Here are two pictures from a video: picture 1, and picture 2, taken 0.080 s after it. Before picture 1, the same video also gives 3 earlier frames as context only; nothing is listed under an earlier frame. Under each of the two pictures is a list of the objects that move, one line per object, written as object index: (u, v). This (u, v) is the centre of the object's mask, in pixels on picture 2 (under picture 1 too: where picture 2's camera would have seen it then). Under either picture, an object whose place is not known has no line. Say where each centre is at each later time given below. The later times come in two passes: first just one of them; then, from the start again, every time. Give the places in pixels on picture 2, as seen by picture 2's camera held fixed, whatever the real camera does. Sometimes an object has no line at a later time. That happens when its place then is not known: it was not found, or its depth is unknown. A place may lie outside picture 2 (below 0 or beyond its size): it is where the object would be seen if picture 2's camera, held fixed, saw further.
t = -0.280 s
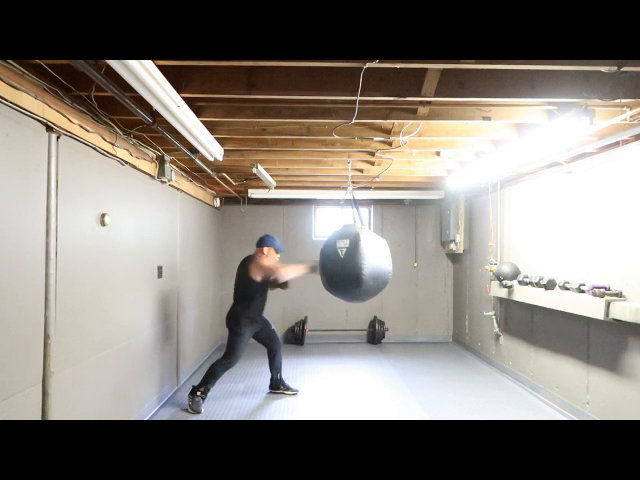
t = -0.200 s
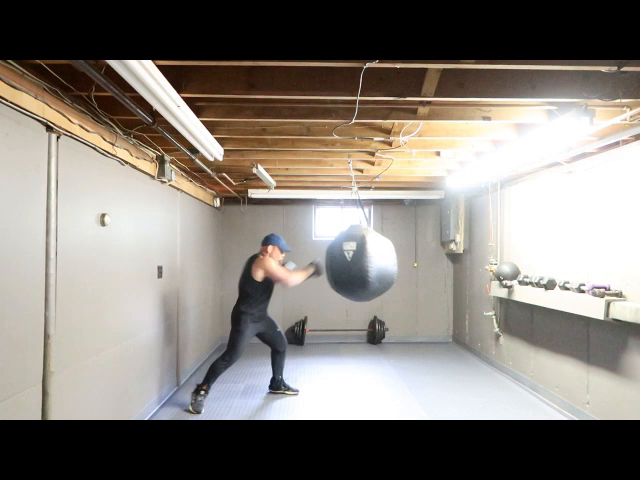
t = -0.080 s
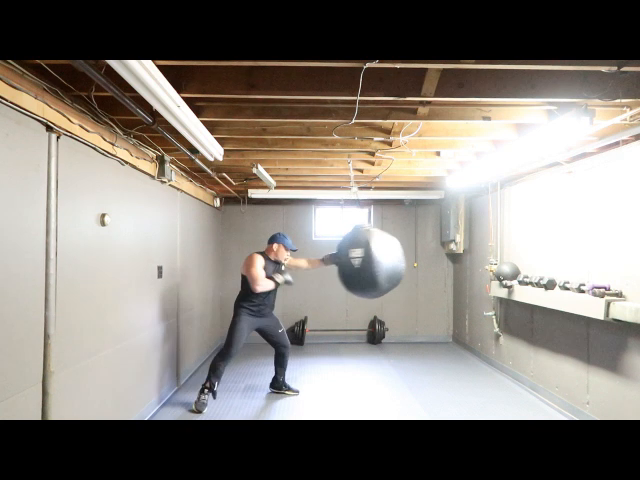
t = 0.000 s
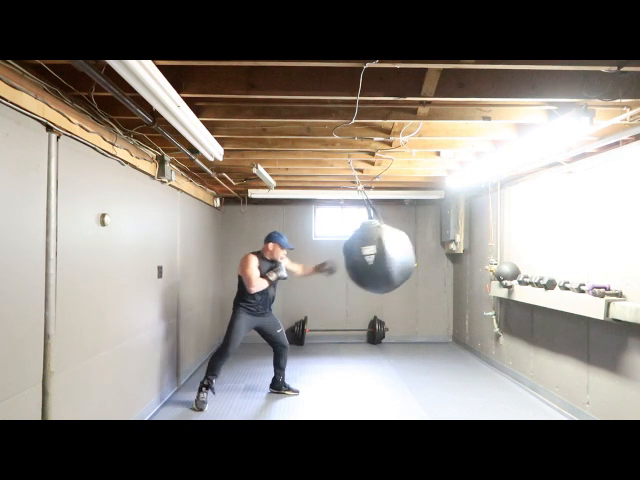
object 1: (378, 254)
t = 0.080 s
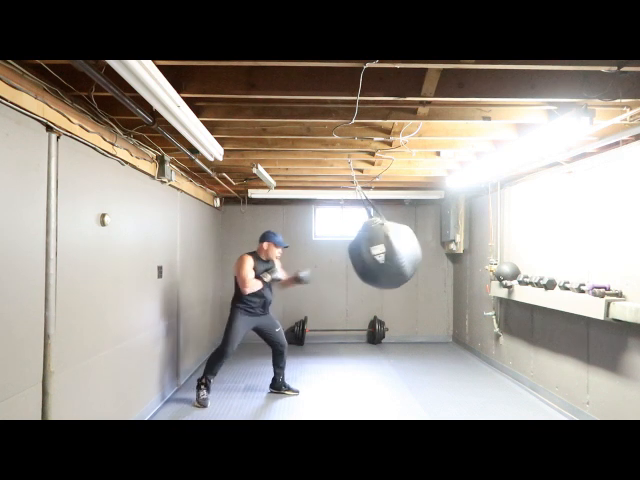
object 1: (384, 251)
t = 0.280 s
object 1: (391, 245)
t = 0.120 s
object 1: (386, 249)
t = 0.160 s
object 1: (389, 248)
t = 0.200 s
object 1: (390, 246)
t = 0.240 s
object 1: (391, 246)
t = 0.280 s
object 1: (391, 245)
